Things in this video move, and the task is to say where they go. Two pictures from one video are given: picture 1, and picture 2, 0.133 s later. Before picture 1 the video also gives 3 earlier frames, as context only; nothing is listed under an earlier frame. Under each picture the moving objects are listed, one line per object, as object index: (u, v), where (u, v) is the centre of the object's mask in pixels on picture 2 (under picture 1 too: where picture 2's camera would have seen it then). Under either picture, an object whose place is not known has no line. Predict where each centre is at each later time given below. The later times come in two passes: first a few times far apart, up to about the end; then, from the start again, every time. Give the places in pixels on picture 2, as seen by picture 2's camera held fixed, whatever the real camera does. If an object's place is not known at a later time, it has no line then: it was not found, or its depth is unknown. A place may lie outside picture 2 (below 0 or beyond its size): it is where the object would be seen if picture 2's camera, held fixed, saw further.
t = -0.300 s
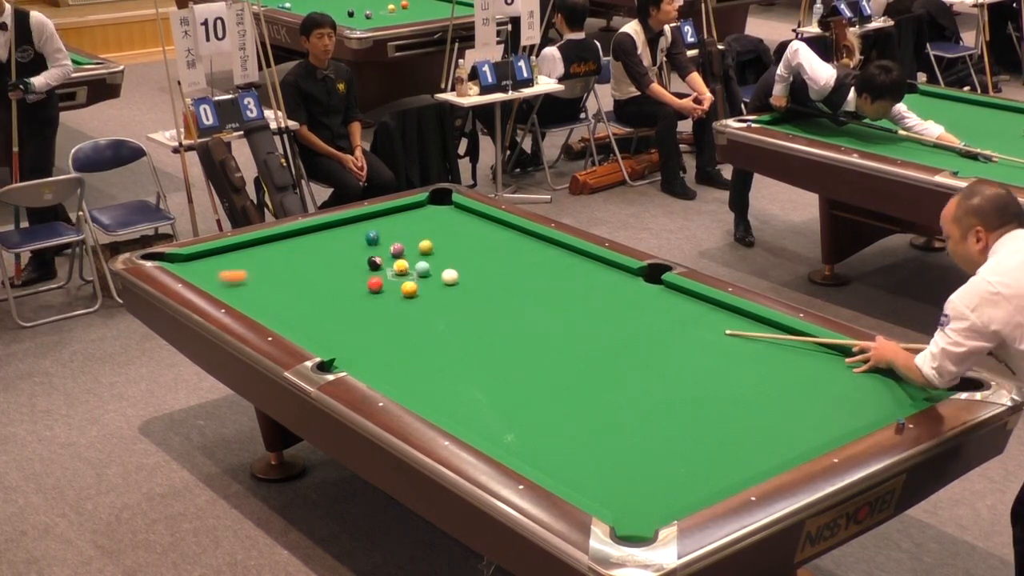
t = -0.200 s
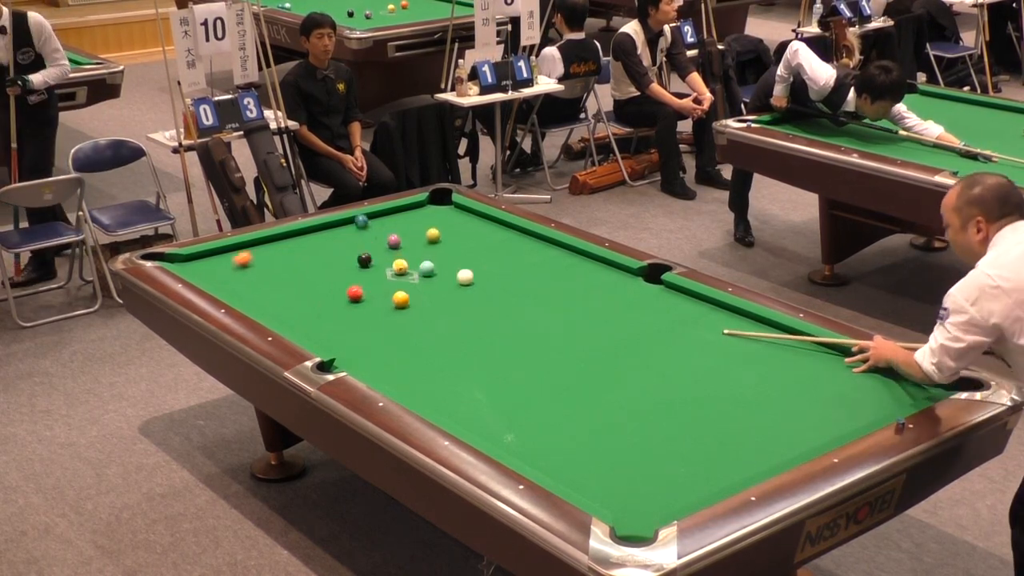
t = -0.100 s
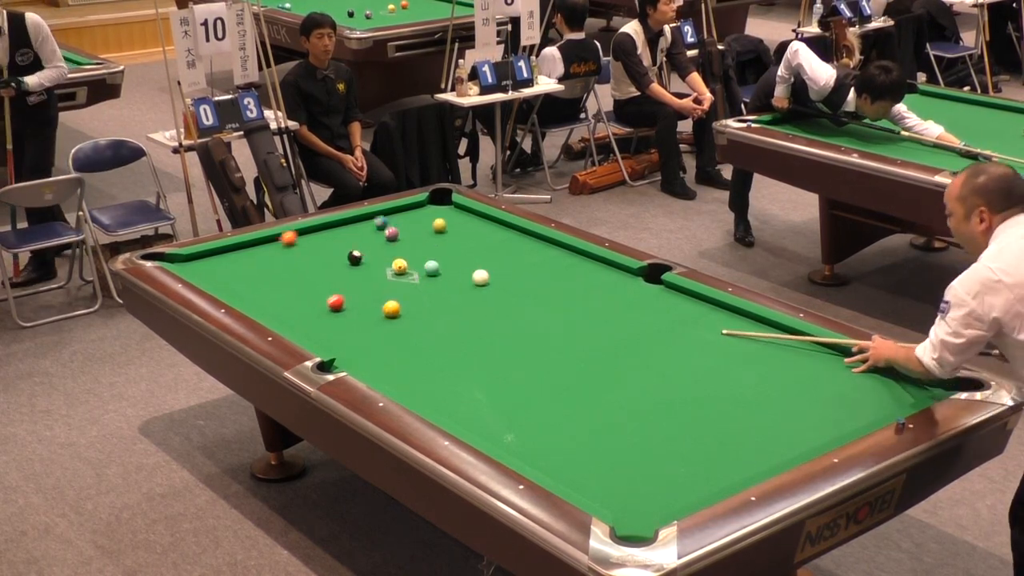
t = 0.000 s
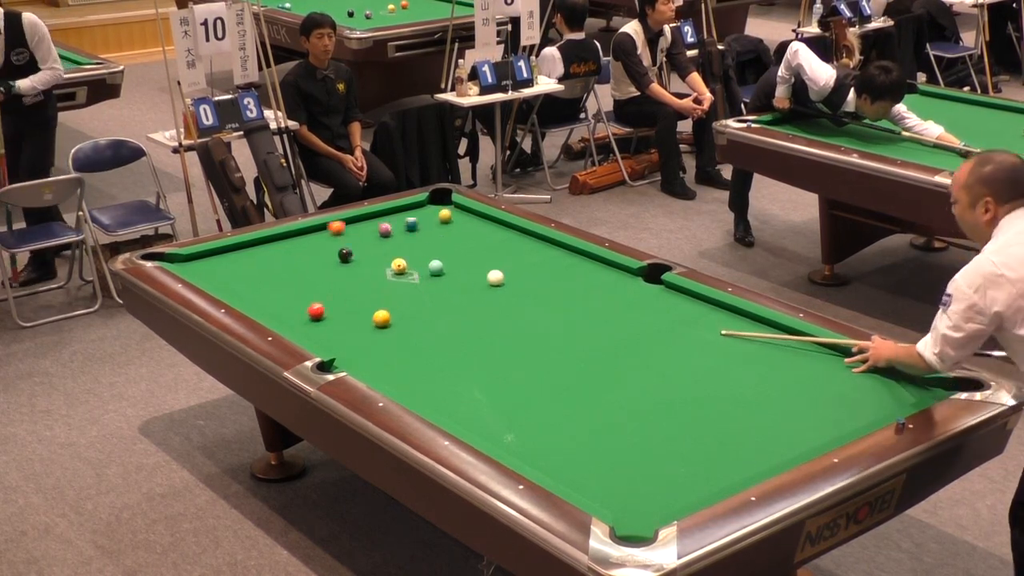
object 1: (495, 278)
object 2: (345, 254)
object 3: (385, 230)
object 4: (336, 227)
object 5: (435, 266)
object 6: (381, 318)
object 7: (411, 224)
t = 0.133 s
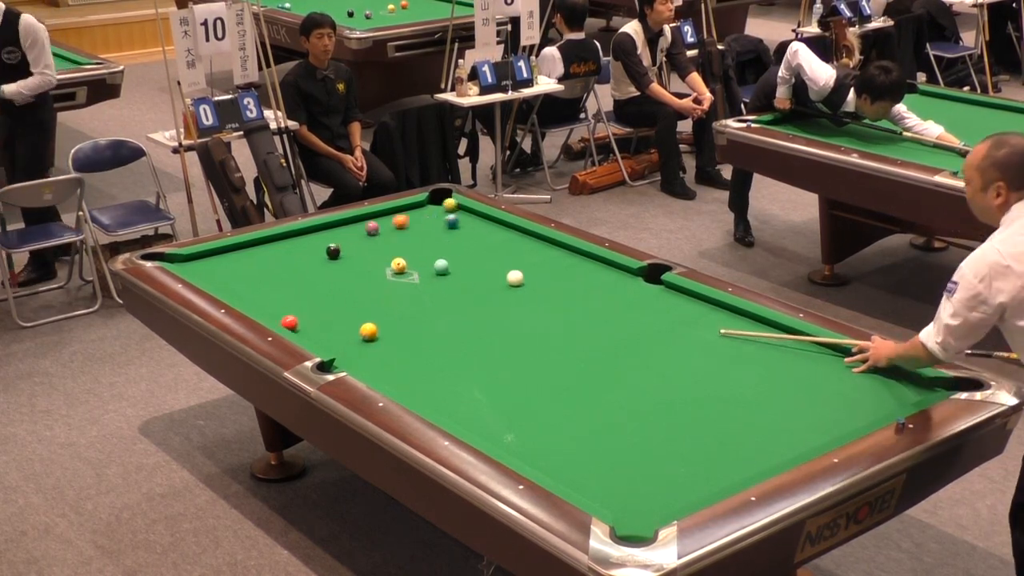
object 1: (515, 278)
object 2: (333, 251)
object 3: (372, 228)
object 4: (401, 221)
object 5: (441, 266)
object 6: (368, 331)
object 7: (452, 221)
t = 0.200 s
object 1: (524, 278)
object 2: (327, 250)
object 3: (365, 226)
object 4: (429, 218)
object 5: (443, 266)
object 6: (362, 338)
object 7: (471, 220)
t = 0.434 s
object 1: (557, 279)
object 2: (307, 244)
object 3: (346, 223)
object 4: (467, 227)
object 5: (452, 265)
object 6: (352, 357)
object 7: (481, 230)
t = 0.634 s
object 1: (585, 279)
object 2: (292, 240)
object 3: (343, 225)
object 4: (460, 249)
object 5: (458, 264)
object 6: (383, 359)
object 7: (473, 242)
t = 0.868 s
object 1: (615, 279)
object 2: (281, 238)
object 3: (346, 228)
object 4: (441, 263)
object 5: (476, 276)
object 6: (418, 361)
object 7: (464, 256)
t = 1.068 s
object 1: (640, 280)
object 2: (283, 241)
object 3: (347, 231)
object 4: (421, 270)
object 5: (495, 290)
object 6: (446, 364)
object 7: (455, 270)
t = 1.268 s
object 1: (648, 280)
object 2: (286, 244)
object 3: (348, 234)
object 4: (401, 277)
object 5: (514, 303)
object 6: (474, 366)
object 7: (446, 283)
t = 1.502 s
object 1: (636, 281)
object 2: (290, 247)
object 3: (350, 237)
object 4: (378, 285)
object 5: (536, 311)
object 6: (505, 368)
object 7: (436, 299)
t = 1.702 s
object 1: (627, 282)
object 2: (292, 250)
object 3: (350, 239)
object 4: (359, 292)
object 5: (556, 315)
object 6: (531, 370)
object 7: (427, 313)
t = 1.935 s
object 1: (618, 283)
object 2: (294, 253)
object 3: (351, 241)
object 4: (337, 300)
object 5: (577, 317)
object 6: (559, 371)
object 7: (416, 329)
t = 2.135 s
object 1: (611, 283)
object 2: (296, 255)
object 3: (352, 242)
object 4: (318, 307)
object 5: (595, 320)
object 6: (582, 373)
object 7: (407, 344)
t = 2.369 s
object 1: (605, 284)
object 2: (298, 257)
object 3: (353, 244)
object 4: (296, 315)
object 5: (614, 323)
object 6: (607, 376)
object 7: (396, 361)
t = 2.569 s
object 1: (599, 285)
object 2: (300, 259)
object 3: (354, 245)
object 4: (283, 318)
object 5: (629, 325)
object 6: (628, 378)
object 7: (386, 375)
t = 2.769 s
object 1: (595, 285)
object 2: (302, 260)
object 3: (355, 246)
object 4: (291, 317)
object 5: (643, 327)
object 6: (648, 379)
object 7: (399, 380)
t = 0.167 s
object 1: (520, 278)
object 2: (330, 250)
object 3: (369, 227)
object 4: (414, 219)
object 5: (442, 266)
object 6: (365, 334)
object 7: (462, 221)
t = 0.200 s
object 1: (524, 278)
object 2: (327, 250)
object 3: (365, 226)
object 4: (429, 218)
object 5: (443, 266)
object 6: (362, 338)
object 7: (471, 220)
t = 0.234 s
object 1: (529, 278)
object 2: (324, 249)
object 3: (363, 226)
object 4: (443, 216)
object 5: (445, 265)
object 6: (358, 341)
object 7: (482, 219)
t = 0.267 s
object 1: (534, 278)
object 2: (321, 248)
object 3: (360, 225)
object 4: (457, 215)
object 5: (446, 266)
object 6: (355, 345)
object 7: (489, 220)
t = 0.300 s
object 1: (539, 278)
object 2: (318, 247)
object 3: (357, 225)
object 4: (471, 213)
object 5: (447, 265)
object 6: (351, 348)
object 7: (487, 222)
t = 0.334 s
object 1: (543, 278)
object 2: (315, 246)
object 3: (354, 224)
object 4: (474, 215)
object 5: (448, 265)
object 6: (348, 351)
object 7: (485, 224)
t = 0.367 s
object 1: (548, 278)
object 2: (313, 246)
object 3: (351, 224)
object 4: (471, 219)
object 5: (450, 265)
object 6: (345, 354)
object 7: (483, 226)
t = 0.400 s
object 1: (553, 279)
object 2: (310, 245)
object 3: (348, 223)
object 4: (469, 224)
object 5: (451, 265)
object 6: (346, 356)
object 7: (482, 228)
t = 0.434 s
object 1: (557, 279)
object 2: (307, 244)
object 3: (346, 223)
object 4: (467, 227)
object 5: (452, 265)
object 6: (352, 357)
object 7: (481, 230)
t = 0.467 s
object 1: (562, 279)
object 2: (305, 243)
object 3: (343, 223)
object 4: (465, 231)
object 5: (453, 265)
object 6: (357, 357)
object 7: (479, 232)
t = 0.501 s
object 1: (567, 279)
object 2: (302, 242)
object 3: (342, 223)
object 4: (463, 234)
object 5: (454, 265)
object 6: (362, 357)
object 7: (478, 235)
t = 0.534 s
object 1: (571, 279)
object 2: (299, 241)
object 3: (343, 223)
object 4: (463, 238)
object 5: (455, 264)
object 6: (368, 358)
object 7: (477, 236)
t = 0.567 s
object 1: (576, 279)
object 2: (296, 241)
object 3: (343, 224)
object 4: (462, 242)
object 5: (456, 264)
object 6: (373, 358)
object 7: (476, 238)
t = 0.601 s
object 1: (580, 279)
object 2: (294, 240)
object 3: (343, 224)
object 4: (461, 246)
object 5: (457, 264)
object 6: (378, 359)
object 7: (475, 240)
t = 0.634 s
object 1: (585, 279)
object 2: (292, 240)
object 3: (343, 225)
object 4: (460, 249)
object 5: (458, 264)
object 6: (383, 359)
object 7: (473, 242)
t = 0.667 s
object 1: (589, 279)
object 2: (289, 239)
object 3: (344, 225)
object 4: (459, 250)
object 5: (459, 264)
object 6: (388, 359)
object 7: (472, 245)
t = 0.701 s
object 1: (594, 279)
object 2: (287, 238)
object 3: (344, 226)
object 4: (457, 253)
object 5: (460, 264)
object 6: (393, 360)
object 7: (470, 246)
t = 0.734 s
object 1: (598, 279)
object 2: (284, 238)
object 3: (344, 226)
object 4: (453, 258)
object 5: (462, 265)
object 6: (398, 360)
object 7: (469, 248)
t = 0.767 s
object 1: (602, 279)
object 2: (281, 237)
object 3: (345, 227)
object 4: (451, 260)
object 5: (466, 268)
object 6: (403, 360)
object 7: (468, 250)
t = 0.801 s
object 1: (606, 279)
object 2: (280, 237)
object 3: (345, 227)
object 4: (447, 260)
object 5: (469, 271)
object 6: (408, 361)
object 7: (466, 252)
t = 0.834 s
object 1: (611, 279)
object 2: (280, 237)
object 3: (345, 228)
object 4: (444, 261)
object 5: (473, 273)
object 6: (413, 361)
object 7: (465, 254)
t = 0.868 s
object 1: (615, 279)
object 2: (281, 238)
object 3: (346, 228)
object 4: (441, 263)
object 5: (476, 276)
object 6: (418, 361)
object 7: (464, 256)
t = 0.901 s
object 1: (619, 280)
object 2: (281, 238)
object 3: (346, 229)
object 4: (438, 264)
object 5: (479, 278)
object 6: (423, 362)
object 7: (462, 259)
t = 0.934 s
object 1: (623, 280)
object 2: (282, 239)
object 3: (346, 229)
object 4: (434, 265)
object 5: (483, 281)
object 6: (428, 362)
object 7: (461, 261)
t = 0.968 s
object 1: (628, 280)
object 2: (282, 239)
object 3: (346, 230)
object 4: (431, 266)
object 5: (486, 283)
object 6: (432, 363)
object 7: (459, 263)
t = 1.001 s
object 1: (632, 280)
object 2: (283, 240)
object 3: (346, 230)
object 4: (428, 267)
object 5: (488, 285)
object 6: (437, 363)
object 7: (458, 265)
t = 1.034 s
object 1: (636, 280)
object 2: (283, 240)
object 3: (346, 231)
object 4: (424, 269)
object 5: (492, 287)
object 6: (442, 363)
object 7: (456, 268)
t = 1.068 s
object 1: (640, 280)
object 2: (283, 241)
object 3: (347, 231)
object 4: (421, 270)
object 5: (495, 290)
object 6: (446, 364)
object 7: (455, 270)
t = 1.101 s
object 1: (644, 280)
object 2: (284, 242)
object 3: (347, 232)
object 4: (418, 271)
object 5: (498, 292)
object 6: (451, 364)
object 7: (454, 272)
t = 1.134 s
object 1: (648, 280)
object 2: (285, 242)
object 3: (347, 232)
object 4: (414, 272)
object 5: (501, 294)
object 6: (455, 364)
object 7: (452, 274)
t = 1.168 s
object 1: (652, 280)
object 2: (285, 243)
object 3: (347, 233)
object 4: (411, 273)
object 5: (504, 297)
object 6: (460, 364)
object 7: (451, 276)
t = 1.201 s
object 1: (651, 280)
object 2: (286, 243)
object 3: (348, 233)
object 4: (408, 274)
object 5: (508, 299)
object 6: (465, 365)
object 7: (449, 278)
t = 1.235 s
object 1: (649, 280)
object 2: (286, 244)
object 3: (348, 234)
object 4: (405, 276)
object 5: (511, 301)
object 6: (470, 366)
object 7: (448, 281)
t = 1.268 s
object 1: (648, 280)
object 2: (286, 244)
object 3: (348, 234)
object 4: (401, 277)
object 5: (514, 303)
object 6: (474, 366)
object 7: (446, 283)
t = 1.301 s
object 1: (646, 280)
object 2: (287, 244)
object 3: (348, 234)
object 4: (398, 278)
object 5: (517, 304)
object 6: (479, 366)
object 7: (445, 285)
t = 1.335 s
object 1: (644, 281)
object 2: (287, 245)
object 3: (348, 235)
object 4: (394, 279)
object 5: (520, 305)
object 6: (483, 366)
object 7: (444, 287)
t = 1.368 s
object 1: (643, 281)
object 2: (288, 245)
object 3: (349, 235)
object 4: (391, 281)
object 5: (523, 306)
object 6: (488, 367)
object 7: (442, 289)
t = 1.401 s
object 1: (641, 281)
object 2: (288, 246)
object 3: (349, 236)
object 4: (388, 282)
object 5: (526, 308)
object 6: (492, 367)
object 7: (440, 291)
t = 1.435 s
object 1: (639, 281)
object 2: (289, 246)
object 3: (349, 236)
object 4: (385, 283)
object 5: (529, 309)
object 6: (496, 367)
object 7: (439, 294)
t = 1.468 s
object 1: (638, 281)
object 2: (289, 247)
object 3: (349, 236)
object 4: (382, 284)
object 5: (533, 310)
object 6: (501, 367)
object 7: (438, 297)
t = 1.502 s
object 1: (636, 281)
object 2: (290, 247)
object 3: (350, 237)
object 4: (378, 285)
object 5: (536, 311)
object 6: (505, 368)
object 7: (436, 299)
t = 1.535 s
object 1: (635, 281)
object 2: (290, 248)
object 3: (350, 238)
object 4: (375, 287)
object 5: (540, 312)
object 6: (510, 368)
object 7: (435, 301)
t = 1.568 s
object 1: (633, 282)
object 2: (290, 249)
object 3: (350, 238)
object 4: (372, 288)
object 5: (543, 313)
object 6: (514, 369)
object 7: (434, 303)
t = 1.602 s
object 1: (632, 282)
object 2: (290, 249)
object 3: (350, 238)
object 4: (369, 289)
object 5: (546, 314)
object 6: (518, 369)
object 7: (431, 306)
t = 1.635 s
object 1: (631, 282)
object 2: (291, 250)
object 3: (350, 239)
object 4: (365, 290)
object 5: (550, 314)
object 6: (522, 369)
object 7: (430, 307)
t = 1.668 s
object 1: (629, 282)
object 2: (291, 250)
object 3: (350, 239)
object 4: (362, 291)
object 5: (553, 314)
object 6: (527, 369)
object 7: (429, 310)
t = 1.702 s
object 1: (627, 282)
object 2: (292, 250)
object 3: (350, 239)
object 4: (359, 292)
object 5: (556, 315)
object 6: (531, 370)
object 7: (427, 313)
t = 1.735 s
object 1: (626, 282)
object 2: (292, 251)
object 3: (350, 239)
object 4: (356, 293)
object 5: (559, 315)
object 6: (535, 370)
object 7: (425, 315)
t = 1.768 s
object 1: (625, 282)
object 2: (292, 251)
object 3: (351, 240)
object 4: (353, 294)
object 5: (562, 315)
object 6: (539, 370)
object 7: (424, 317)
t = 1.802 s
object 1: (623, 282)
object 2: (293, 251)
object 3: (351, 240)
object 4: (349, 295)
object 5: (566, 316)
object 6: (543, 370)
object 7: (423, 319)
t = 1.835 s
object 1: (622, 282)
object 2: (293, 252)
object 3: (351, 241)
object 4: (346, 297)
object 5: (569, 316)
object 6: (547, 371)
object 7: (421, 322)
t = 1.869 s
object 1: (621, 283)
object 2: (293, 252)
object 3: (351, 241)
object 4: (343, 298)
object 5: (571, 317)
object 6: (551, 371)
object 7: (419, 324)
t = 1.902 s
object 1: (619, 283)
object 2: (294, 253)
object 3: (351, 241)
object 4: (340, 299)
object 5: (575, 317)
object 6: (555, 371)
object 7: (418, 327)
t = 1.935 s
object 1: (618, 283)
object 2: (294, 253)
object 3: (351, 241)
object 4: (337, 300)
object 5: (577, 317)
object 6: (559, 371)
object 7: (416, 329)
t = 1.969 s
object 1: (617, 283)
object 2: (294, 253)
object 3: (351, 241)
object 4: (333, 301)
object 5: (580, 318)
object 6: (563, 372)
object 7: (415, 332)
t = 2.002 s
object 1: (616, 283)
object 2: (295, 254)
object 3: (351, 241)
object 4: (330, 303)
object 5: (583, 318)
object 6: (567, 372)
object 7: (413, 334)
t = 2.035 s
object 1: (614, 283)
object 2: (295, 254)
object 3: (352, 242)
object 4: (327, 304)
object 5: (586, 319)
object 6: (571, 373)
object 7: (412, 337)
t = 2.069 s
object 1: (613, 283)
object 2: (296, 255)
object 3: (352, 242)
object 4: (324, 305)
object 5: (589, 319)
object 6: (574, 373)
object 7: (410, 339)
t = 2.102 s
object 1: (612, 283)
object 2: (296, 255)
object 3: (352, 242)
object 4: (321, 306)
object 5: (592, 320)
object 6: (578, 373)
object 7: (408, 342)
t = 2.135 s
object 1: (611, 283)
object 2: (296, 255)
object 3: (352, 242)
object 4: (318, 307)
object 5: (595, 320)
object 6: (582, 373)
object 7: (407, 344)
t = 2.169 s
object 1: (610, 283)
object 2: (297, 256)
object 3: (352, 243)
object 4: (315, 308)
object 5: (598, 321)
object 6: (586, 374)
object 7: (405, 347)
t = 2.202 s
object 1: (609, 284)
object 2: (297, 256)
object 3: (353, 243)
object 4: (312, 309)
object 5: (601, 321)
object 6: (589, 374)
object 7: (403, 349)
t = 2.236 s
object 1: (608, 284)
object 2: (297, 256)
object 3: (353, 243)
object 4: (308, 311)
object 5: (603, 321)
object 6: (593, 374)
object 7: (402, 351)
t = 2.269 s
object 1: (607, 284)
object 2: (297, 256)
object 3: (353, 244)
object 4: (305, 312)
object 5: (606, 322)
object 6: (596, 375)
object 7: (400, 354)
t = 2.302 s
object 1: (606, 284)
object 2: (298, 257)
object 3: (353, 244)
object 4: (302, 313)
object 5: (609, 322)
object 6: (600, 375)
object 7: (399, 356)
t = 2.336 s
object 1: (606, 284)
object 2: (298, 257)
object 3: (353, 244)
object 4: (299, 314)
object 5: (612, 322)
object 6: (604, 375)
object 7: (397, 358)
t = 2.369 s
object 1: (605, 284)
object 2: (298, 257)
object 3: (353, 244)
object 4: (296, 315)
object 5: (614, 323)
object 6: (607, 376)
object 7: (396, 361)
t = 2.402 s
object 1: (604, 284)
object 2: (299, 258)
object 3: (353, 245)
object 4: (293, 316)
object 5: (617, 323)
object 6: (611, 376)
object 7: (394, 363)
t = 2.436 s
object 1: (603, 284)
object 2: (299, 258)
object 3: (353, 245)
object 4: (290, 317)
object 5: (619, 323)
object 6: (615, 376)
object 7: (392, 366)
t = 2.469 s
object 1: (602, 284)
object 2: (299, 258)
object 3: (354, 245)
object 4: (287, 318)
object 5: (622, 324)
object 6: (618, 376)
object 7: (390, 369)
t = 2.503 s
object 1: (601, 284)
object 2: (300, 258)
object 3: (354, 245)
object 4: (284, 318)
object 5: (624, 324)
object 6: (621, 377)
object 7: (389, 371)
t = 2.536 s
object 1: (600, 284)
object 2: (300, 258)
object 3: (354, 245)
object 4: (282, 319)
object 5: (627, 324)
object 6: (625, 377)
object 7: (387, 373)
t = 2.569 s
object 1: (599, 285)
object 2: (300, 259)
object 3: (354, 245)
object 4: (283, 318)
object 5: (629, 325)
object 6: (628, 378)
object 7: (386, 375)
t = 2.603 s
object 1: (599, 285)
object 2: (300, 259)
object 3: (354, 246)
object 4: (285, 318)
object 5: (632, 325)
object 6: (631, 377)
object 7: (385, 377)
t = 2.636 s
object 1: (598, 285)
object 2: (301, 259)
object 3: (354, 246)
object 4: (286, 318)
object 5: (634, 326)
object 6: (635, 378)
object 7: (386, 378)
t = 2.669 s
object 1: (597, 285)
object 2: (301, 259)
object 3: (354, 246)
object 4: (287, 318)
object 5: (637, 326)
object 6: (638, 378)
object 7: (390, 379)
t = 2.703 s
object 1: (597, 285)
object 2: (301, 259)
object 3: (354, 246)
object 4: (288, 317)
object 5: (639, 326)
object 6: (642, 378)
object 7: (393, 379)
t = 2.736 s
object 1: (596, 285)
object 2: (301, 260)
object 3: (354, 246)
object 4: (290, 317)
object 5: (641, 327)
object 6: (645, 379)
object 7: (396, 380)
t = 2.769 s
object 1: (595, 285)
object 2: (302, 260)
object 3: (355, 246)
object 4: (291, 317)
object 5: (643, 327)
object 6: (648, 379)
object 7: (399, 380)
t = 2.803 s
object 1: (595, 285)
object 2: (302, 260)
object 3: (355, 246)
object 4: (292, 316)
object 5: (646, 327)
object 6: (651, 379)
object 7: (403, 380)
